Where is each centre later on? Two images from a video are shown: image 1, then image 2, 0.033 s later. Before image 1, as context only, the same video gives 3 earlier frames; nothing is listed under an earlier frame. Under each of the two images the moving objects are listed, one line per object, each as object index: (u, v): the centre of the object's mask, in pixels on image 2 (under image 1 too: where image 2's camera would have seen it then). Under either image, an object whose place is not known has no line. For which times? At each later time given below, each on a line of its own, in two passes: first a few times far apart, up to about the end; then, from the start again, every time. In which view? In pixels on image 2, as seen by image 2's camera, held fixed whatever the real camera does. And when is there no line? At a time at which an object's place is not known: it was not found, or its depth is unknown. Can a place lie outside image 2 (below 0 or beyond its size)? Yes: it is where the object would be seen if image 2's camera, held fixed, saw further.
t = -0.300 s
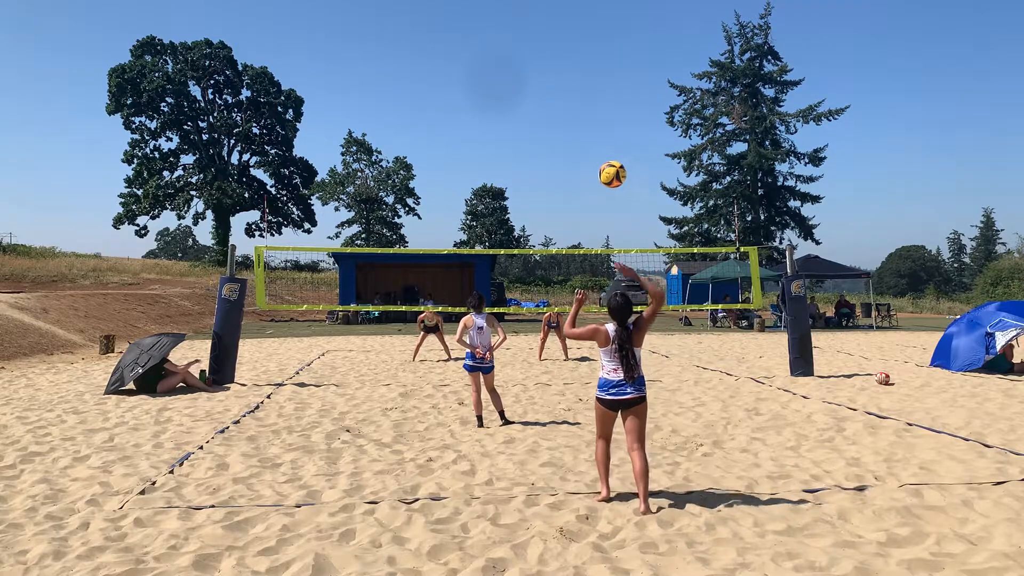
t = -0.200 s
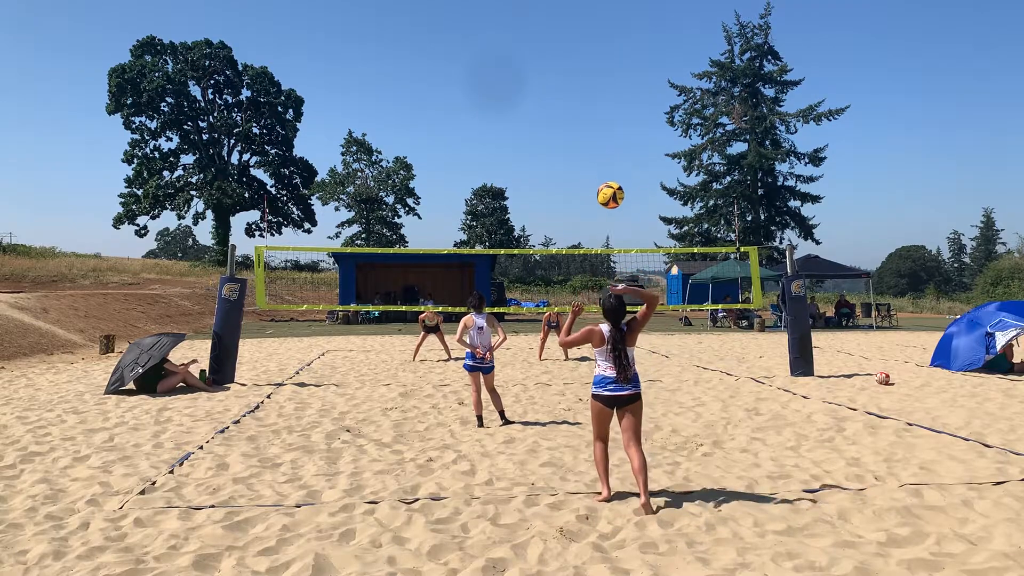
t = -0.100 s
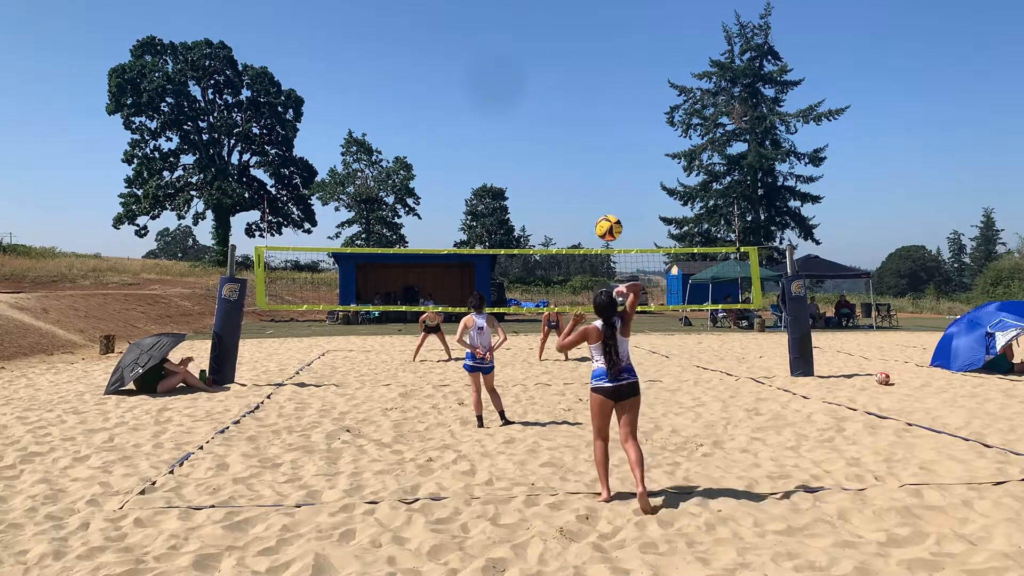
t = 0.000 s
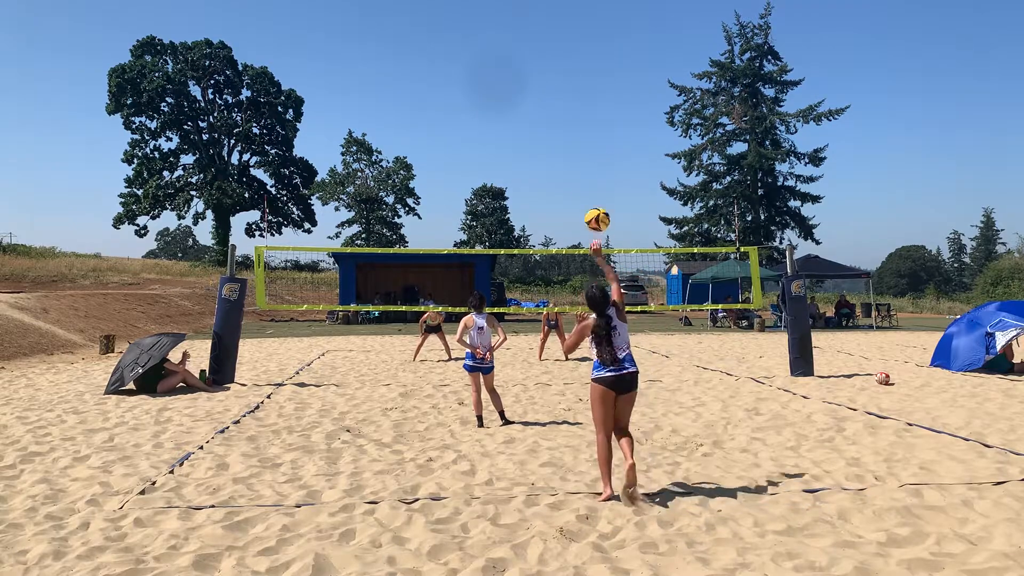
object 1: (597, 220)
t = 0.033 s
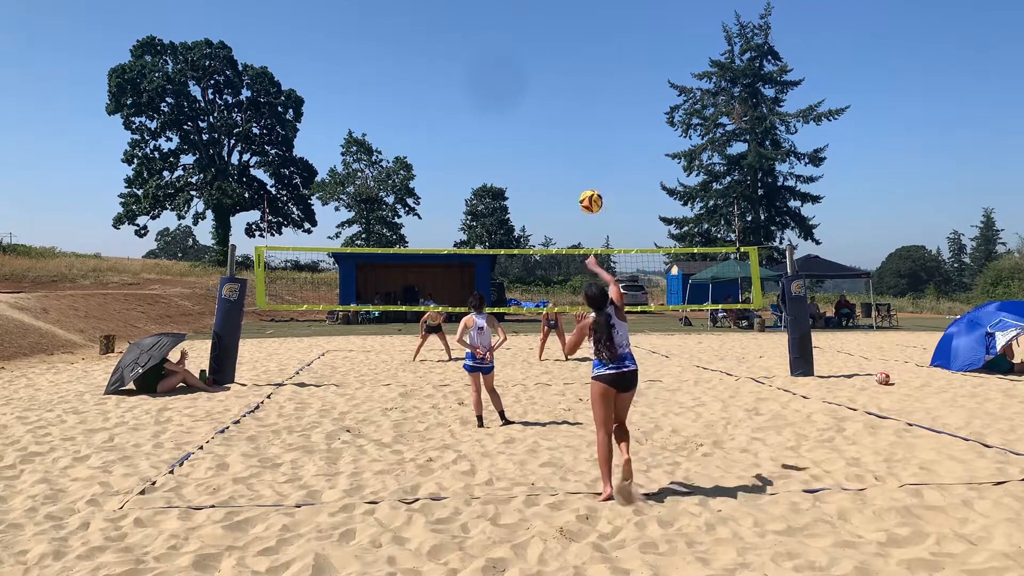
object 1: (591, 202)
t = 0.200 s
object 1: (563, 147)
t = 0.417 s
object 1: (539, 129)
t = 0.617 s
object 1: (527, 143)
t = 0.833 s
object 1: (517, 178)
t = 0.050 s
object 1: (587, 194)
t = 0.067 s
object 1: (584, 186)
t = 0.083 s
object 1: (582, 180)
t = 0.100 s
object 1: (579, 174)
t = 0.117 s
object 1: (576, 168)
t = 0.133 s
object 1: (574, 163)
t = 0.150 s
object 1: (571, 158)
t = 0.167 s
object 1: (568, 154)
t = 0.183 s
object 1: (566, 150)
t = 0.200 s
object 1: (563, 147)
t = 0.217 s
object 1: (561, 144)
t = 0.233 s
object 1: (558, 141)
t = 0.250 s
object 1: (556, 138)
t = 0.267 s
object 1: (554, 136)
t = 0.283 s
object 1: (552, 133)
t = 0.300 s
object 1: (550, 132)
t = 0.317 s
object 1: (548, 130)
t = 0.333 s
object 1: (547, 130)
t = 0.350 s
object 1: (545, 129)
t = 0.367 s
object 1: (543, 129)
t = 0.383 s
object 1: (542, 128)
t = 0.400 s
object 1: (540, 128)
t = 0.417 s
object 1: (539, 129)
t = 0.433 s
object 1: (538, 129)
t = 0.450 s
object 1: (536, 129)
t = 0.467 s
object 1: (535, 130)
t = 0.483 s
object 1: (534, 131)
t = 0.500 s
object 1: (533, 132)
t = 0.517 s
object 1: (532, 133)
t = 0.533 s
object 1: (531, 135)
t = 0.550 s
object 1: (530, 136)
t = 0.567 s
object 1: (529, 137)
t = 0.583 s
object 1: (529, 139)
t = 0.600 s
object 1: (527, 142)
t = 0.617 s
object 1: (527, 143)
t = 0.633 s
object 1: (526, 145)
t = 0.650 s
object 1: (525, 147)
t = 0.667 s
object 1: (524, 149)
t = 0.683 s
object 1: (523, 152)
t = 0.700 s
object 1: (523, 154)
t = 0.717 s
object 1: (522, 156)
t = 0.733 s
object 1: (521, 159)
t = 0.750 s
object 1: (520, 163)
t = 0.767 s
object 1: (520, 166)
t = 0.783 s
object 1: (519, 169)
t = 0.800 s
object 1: (518, 172)
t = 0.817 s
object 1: (518, 175)
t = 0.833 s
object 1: (517, 178)
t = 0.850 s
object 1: (516, 182)
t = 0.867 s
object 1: (515, 185)
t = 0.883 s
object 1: (515, 189)
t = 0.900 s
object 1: (514, 193)
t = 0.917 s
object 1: (513, 196)
